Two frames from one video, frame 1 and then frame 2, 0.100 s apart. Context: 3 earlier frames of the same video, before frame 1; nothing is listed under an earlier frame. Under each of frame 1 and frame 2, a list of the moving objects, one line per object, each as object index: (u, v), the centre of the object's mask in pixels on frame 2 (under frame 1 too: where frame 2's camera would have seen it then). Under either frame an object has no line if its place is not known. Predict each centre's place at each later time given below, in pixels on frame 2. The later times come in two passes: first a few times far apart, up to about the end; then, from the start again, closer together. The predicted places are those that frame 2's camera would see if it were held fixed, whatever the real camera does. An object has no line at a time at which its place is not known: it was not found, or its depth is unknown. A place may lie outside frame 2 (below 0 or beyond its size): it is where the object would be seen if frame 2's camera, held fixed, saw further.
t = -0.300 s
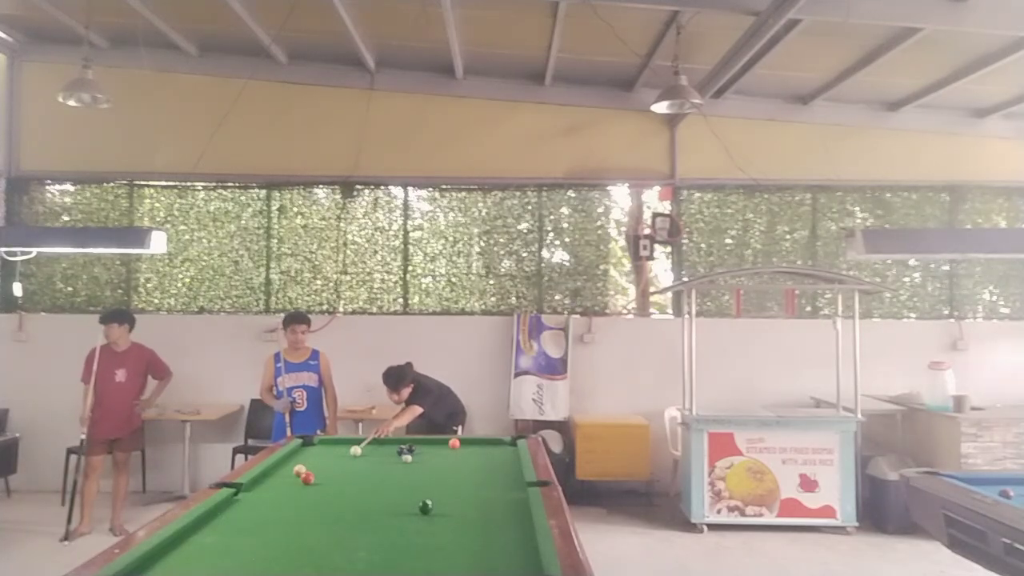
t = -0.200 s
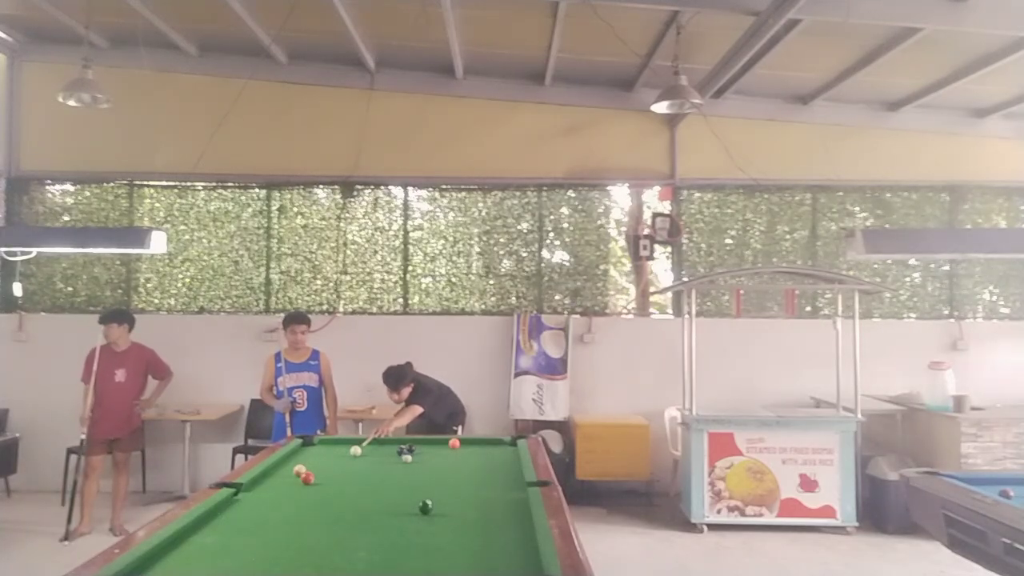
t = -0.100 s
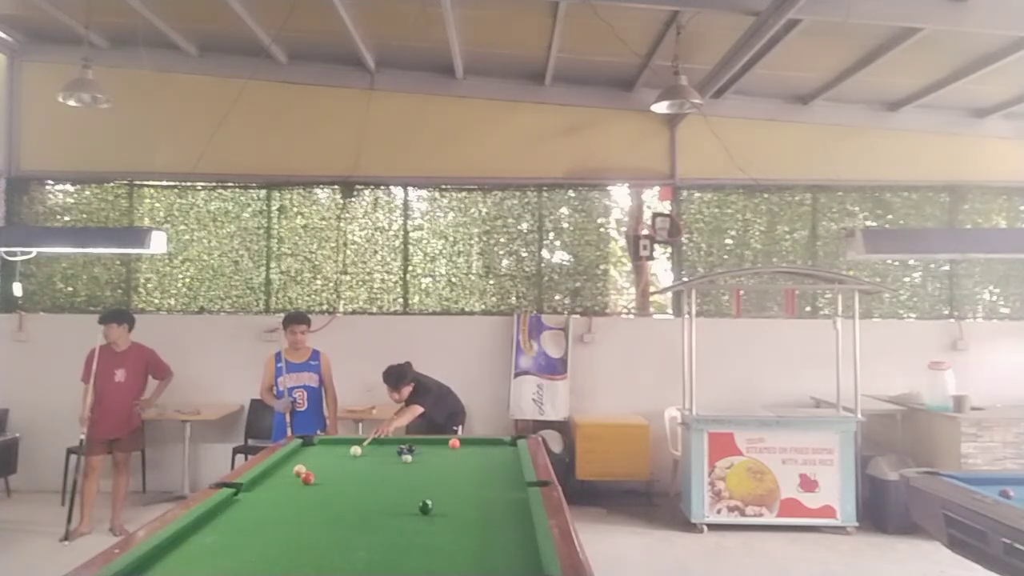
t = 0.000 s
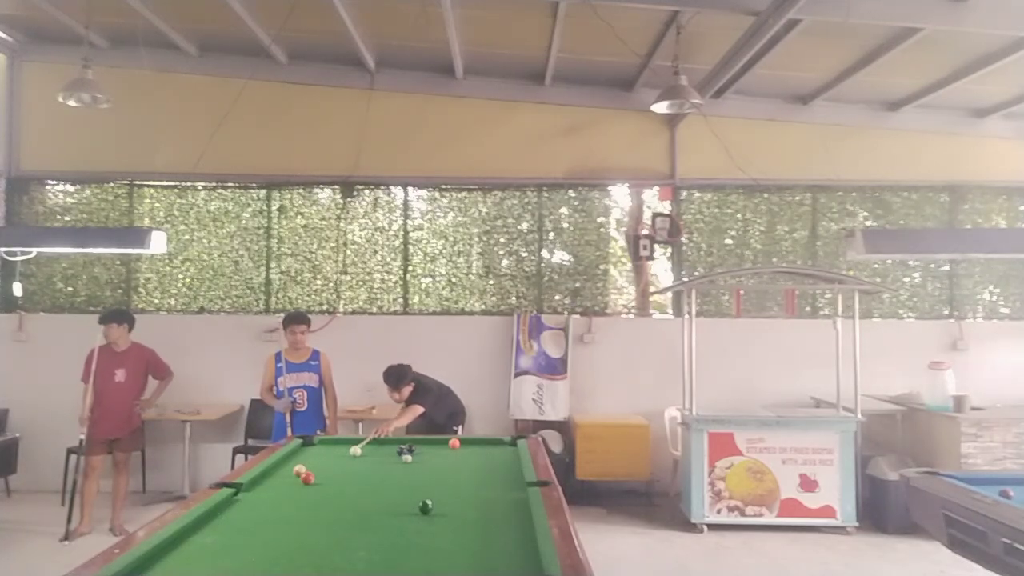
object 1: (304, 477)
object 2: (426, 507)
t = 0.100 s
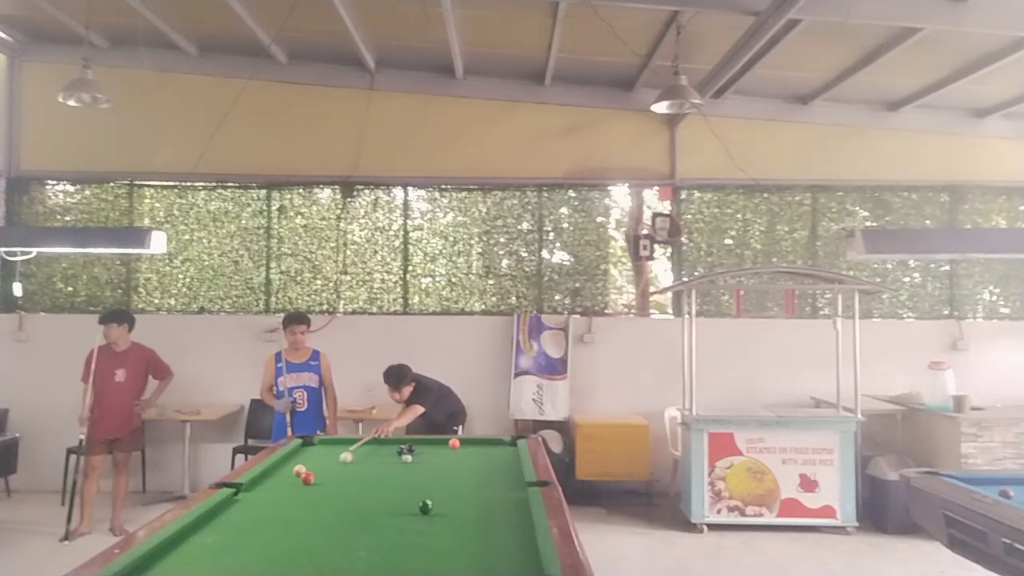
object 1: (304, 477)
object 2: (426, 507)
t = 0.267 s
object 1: (305, 477)
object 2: (426, 507)
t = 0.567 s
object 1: (256, 488)
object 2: (426, 507)
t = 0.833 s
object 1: (273, 488)
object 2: (426, 507)
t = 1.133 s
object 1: (316, 485)
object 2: (426, 507)
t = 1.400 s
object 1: (352, 482)
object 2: (426, 507)
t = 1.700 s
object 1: (390, 480)
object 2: (426, 507)
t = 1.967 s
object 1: (421, 478)
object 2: (426, 507)
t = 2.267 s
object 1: (453, 475)
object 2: (426, 507)
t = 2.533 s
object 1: (480, 473)
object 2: (426, 507)
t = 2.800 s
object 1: (505, 472)
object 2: (426, 507)
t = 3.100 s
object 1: (509, 470)
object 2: (426, 506)
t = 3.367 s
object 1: (497, 470)
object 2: (425, 507)
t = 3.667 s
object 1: (486, 469)
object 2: (426, 507)
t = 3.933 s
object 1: (476, 469)
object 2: (426, 507)
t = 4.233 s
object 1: (467, 469)
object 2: (426, 506)
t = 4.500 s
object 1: (460, 469)
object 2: (425, 507)
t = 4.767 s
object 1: (454, 468)
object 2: (420, 506)
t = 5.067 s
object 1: (447, 469)
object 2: (414, 506)
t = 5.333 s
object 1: (443, 470)
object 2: (413, 505)
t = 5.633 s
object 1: (439, 470)
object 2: (410, 505)
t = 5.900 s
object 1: (437, 470)
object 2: (410, 505)
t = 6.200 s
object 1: (436, 471)
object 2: (410, 505)
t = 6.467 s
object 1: (435, 470)
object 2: (410, 505)
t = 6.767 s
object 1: (435, 470)
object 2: (410, 505)
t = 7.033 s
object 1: (436, 470)
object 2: (410, 505)
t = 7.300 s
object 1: (435, 470)
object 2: (410, 505)
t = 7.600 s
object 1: (436, 470)
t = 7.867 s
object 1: (436, 471)
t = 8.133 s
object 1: (436, 470)
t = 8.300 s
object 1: (436, 470)
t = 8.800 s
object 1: (432, 469)
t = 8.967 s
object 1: (436, 470)
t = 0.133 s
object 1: (304, 477)
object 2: (426, 507)
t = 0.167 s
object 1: (304, 477)
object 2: (426, 507)
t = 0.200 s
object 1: (304, 477)
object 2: (426, 507)
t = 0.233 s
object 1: (305, 477)
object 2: (426, 507)
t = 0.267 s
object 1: (305, 477)
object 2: (426, 507)
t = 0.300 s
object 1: (304, 477)
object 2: (426, 507)
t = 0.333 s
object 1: (304, 477)
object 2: (426, 507)
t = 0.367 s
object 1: (299, 479)
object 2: (426, 507)
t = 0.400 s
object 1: (291, 481)
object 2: (426, 507)
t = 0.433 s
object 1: (283, 482)
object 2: (426, 507)
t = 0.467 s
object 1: (276, 483)
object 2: (426, 507)
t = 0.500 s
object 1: (269, 485)
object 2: (426, 507)
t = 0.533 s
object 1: (262, 487)
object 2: (426, 507)
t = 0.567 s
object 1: (256, 488)
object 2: (426, 507)
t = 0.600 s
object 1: (250, 489)
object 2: (426, 507)
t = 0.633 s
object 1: (244, 490)
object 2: (426, 507)
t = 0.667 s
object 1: (246, 490)
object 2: (426, 507)
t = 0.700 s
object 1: (252, 490)
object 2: (426, 507)
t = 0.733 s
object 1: (258, 490)
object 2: (426, 507)
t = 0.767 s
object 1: (262, 489)
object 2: (426, 507)
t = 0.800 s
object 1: (267, 488)
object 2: (426, 507)
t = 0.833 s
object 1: (273, 488)
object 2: (426, 507)
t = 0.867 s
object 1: (278, 488)
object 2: (426, 507)
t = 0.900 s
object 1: (283, 487)
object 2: (426, 507)
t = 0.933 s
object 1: (287, 487)
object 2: (426, 507)
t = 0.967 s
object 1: (292, 486)
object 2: (426, 507)
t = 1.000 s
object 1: (297, 487)
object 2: (426, 507)
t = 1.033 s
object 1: (302, 486)
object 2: (426, 507)
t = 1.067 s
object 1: (307, 486)
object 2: (426, 506)
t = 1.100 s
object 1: (311, 485)
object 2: (426, 507)
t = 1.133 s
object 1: (316, 485)
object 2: (426, 507)
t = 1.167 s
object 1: (321, 485)
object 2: (426, 507)
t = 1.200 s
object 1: (325, 484)
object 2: (426, 507)
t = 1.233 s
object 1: (330, 484)
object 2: (426, 507)
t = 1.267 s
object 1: (334, 483)
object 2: (426, 507)
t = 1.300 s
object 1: (339, 483)
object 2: (426, 507)
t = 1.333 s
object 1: (343, 483)
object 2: (426, 507)
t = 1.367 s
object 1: (347, 483)
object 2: (426, 507)
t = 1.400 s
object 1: (352, 482)
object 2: (426, 507)
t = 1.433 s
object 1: (356, 482)
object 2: (426, 507)
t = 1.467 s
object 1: (360, 482)
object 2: (426, 507)
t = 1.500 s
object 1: (365, 481)
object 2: (426, 507)
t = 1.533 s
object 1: (369, 481)
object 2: (426, 507)
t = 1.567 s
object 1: (373, 481)
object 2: (426, 507)
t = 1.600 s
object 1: (377, 481)
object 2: (426, 507)
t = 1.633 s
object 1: (381, 481)
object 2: (426, 507)
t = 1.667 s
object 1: (385, 480)
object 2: (426, 507)
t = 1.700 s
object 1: (390, 480)
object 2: (426, 507)
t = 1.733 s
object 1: (394, 480)
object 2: (426, 507)
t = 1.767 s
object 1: (397, 479)
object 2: (426, 507)
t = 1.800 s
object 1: (401, 479)
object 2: (426, 507)
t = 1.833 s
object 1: (405, 478)
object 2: (426, 507)
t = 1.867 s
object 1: (409, 478)
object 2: (426, 506)
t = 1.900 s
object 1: (413, 478)
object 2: (426, 507)
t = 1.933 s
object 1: (417, 478)
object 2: (426, 506)
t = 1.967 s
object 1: (421, 478)
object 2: (426, 507)
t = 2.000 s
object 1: (425, 477)
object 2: (426, 507)
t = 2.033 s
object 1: (428, 477)
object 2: (426, 507)
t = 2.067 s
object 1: (432, 477)
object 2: (426, 506)
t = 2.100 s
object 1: (436, 477)
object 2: (426, 507)
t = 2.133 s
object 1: (439, 477)
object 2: (426, 507)
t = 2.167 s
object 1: (442, 476)
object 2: (426, 507)
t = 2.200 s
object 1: (446, 476)
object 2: (426, 507)
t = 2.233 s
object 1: (450, 476)
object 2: (426, 507)
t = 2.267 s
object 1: (453, 475)
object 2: (426, 507)
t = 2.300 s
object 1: (457, 475)
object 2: (426, 507)
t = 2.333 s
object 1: (460, 475)
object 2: (426, 507)
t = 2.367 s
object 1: (464, 474)
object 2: (426, 506)
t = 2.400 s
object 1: (467, 475)
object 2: (426, 507)
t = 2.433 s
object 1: (471, 474)
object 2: (426, 507)
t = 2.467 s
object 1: (474, 474)
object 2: (426, 506)
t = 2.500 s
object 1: (477, 474)
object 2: (426, 506)
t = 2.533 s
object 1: (480, 473)
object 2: (426, 507)
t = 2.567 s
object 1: (484, 473)
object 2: (426, 507)
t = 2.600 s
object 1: (487, 473)
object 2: (426, 507)
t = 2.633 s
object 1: (490, 472)
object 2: (426, 507)
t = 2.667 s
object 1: (493, 472)
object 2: (426, 507)
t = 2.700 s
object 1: (496, 472)
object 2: (426, 507)
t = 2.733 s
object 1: (500, 472)
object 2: (426, 507)
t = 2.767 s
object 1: (502, 472)
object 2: (426, 507)
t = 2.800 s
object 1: (505, 472)
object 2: (426, 507)
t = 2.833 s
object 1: (509, 471)
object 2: (426, 507)
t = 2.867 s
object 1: (512, 471)
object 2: (426, 507)
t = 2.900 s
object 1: (514, 470)
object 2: (426, 506)
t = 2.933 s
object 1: (516, 470)
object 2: (426, 506)
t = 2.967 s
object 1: (515, 470)
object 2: (426, 506)
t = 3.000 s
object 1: (514, 470)
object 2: (426, 507)
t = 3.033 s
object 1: (512, 470)
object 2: (426, 507)
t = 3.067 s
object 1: (511, 470)
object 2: (426, 506)
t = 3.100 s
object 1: (509, 470)
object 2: (426, 506)
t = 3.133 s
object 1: (508, 470)
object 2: (426, 506)
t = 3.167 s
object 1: (506, 470)
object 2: (426, 507)
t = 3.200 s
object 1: (505, 470)
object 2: (426, 506)
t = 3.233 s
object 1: (503, 470)
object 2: (426, 506)
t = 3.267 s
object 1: (502, 470)
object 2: (426, 507)
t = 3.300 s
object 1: (500, 470)
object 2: (426, 506)
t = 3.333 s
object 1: (499, 470)
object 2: (426, 507)
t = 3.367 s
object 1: (497, 470)
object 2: (425, 507)
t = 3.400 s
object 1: (496, 470)
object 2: (426, 506)
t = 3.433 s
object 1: (495, 470)
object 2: (426, 506)
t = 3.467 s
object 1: (493, 470)
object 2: (426, 507)
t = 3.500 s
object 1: (492, 470)
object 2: (426, 507)
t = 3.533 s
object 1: (491, 469)
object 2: (426, 507)
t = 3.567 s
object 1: (489, 469)
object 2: (426, 507)
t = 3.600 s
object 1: (489, 470)
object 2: (426, 507)
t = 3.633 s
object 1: (487, 470)
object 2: (426, 507)
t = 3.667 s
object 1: (486, 469)
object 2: (426, 507)
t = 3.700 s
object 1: (485, 469)
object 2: (426, 507)
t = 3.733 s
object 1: (483, 469)
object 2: (426, 507)
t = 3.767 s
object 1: (482, 469)
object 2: (426, 507)
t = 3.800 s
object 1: (481, 469)
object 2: (426, 507)
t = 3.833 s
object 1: (480, 469)
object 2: (426, 506)
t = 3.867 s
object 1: (479, 469)
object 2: (425, 508)
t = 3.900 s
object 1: (478, 469)
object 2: (426, 507)
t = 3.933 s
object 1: (476, 469)
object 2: (426, 507)
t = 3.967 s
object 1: (475, 469)
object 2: (426, 506)
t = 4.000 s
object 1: (474, 469)
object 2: (426, 506)
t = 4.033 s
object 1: (473, 469)
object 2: (426, 506)
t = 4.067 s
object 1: (472, 469)
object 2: (426, 506)
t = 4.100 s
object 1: (471, 469)
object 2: (426, 506)
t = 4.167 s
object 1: (469, 469)
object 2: (426, 506)
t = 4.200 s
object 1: (468, 468)
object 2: (426, 506)
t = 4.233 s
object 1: (467, 469)
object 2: (426, 506)
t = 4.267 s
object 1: (466, 468)
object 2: (426, 506)
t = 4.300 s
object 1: (465, 469)
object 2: (426, 506)
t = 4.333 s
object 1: (464, 469)
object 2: (426, 506)
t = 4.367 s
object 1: (463, 469)
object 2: (426, 507)
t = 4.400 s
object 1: (462, 469)
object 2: (426, 506)
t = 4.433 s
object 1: (462, 469)
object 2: (426, 507)
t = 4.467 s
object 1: (461, 469)
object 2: (426, 506)
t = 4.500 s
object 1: (460, 469)
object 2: (425, 507)
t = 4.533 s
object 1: (459, 469)
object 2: (425, 506)
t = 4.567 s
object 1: (458, 469)
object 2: (424, 507)
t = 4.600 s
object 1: (457, 469)
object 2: (423, 506)
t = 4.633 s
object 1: (457, 468)
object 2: (423, 507)
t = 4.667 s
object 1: (456, 469)
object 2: (422, 507)
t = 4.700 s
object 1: (455, 469)
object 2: (422, 507)
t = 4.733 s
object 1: (454, 468)
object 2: (421, 506)
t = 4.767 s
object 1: (454, 468)
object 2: (420, 506)
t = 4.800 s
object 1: (453, 468)
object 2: (419, 506)
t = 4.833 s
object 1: (452, 469)
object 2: (418, 506)
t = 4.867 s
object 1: (452, 469)
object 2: (418, 506)
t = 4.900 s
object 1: (451, 469)
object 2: (417, 506)
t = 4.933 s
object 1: (450, 469)
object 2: (417, 506)
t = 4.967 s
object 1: (449, 469)
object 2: (416, 506)
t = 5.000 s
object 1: (449, 469)
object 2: (416, 506)
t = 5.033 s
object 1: (448, 469)
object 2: (415, 506)
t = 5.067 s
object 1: (447, 469)
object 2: (414, 506)
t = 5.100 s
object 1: (447, 469)
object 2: (414, 506)
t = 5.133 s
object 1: (446, 469)
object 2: (413, 506)
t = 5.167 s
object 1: (446, 469)
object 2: (414, 506)
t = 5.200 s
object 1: (445, 469)
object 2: (413, 506)
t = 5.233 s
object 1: (445, 470)
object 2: (414, 506)
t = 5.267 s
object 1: (444, 470)
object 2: (413, 506)
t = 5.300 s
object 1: (443, 469)
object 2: (413, 505)
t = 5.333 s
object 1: (443, 470)
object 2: (413, 505)
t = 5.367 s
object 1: (443, 469)
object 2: (411, 505)
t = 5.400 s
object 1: (442, 470)
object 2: (412, 505)
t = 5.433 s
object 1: (441, 470)
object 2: (412, 505)
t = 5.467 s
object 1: (441, 470)
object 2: (411, 505)
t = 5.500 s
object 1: (440, 470)
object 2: (411, 505)
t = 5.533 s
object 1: (440, 470)
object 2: (411, 505)
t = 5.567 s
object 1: (440, 469)
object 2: (411, 505)
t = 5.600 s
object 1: (440, 470)
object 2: (411, 505)
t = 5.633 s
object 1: (439, 470)
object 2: (410, 505)
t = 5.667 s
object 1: (439, 470)
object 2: (410, 505)
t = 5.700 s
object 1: (439, 470)
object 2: (410, 505)
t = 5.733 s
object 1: (438, 470)
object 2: (410, 505)
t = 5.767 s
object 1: (438, 470)
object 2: (410, 505)
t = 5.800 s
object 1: (438, 470)
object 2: (410, 505)
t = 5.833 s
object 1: (437, 470)
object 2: (410, 505)
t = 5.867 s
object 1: (437, 470)
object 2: (410, 505)
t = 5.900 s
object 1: (437, 470)
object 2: (410, 505)
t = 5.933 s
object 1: (437, 470)
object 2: (410, 505)
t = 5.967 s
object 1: (436, 470)
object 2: (410, 505)
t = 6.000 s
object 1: (436, 470)
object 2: (410, 505)
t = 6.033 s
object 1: (436, 470)
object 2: (410, 505)
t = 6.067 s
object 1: (436, 470)
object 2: (410, 505)
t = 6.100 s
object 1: (436, 470)
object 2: (410, 505)
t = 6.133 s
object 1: (436, 470)
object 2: (410, 505)
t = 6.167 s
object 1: (435, 470)
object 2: (410, 505)
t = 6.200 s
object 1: (436, 471)
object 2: (410, 505)
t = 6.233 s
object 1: (435, 471)
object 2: (410, 505)
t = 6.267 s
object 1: (436, 470)
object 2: (410, 504)
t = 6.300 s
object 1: (435, 470)
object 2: (410, 504)
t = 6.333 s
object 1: (435, 470)
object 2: (410, 504)
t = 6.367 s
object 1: (435, 471)
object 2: (410, 505)
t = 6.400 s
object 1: (435, 471)
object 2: (410, 505)
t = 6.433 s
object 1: (435, 470)
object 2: (410, 505)
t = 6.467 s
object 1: (435, 470)
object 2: (410, 505)
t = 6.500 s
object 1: (435, 470)
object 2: (410, 505)
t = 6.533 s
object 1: (435, 471)
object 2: (410, 505)
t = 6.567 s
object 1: (435, 471)
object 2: (410, 505)
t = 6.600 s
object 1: (435, 470)
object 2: (410, 505)
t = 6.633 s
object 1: (435, 470)
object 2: (410, 505)
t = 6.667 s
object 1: (435, 471)
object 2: (410, 505)
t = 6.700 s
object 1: (435, 470)
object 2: (410, 505)
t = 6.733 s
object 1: (435, 470)
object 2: (410, 505)
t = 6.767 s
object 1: (435, 470)
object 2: (410, 505)
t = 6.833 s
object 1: (436, 470)
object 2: (410, 505)
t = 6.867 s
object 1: (436, 470)
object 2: (410, 505)
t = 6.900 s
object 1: (435, 470)
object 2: (410, 505)
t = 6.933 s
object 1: (435, 470)
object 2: (410, 505)
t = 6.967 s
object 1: (436, 470)
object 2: (410, 505)
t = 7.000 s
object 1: (436, 470)
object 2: (410, 505)
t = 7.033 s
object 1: (436, 470)
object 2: (410, 505)
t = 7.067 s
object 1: (436, 470)
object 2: (410, 505)
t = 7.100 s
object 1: (435, 470)
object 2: (410, 505)
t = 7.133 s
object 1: (436, 470)
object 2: (410, 505)
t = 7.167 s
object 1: (436, 470)
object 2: (410, 505)
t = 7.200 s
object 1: (435, 470)
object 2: (410, 505)
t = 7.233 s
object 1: (435, 470)
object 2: (410, 505)
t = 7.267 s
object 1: (435, 470)
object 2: (410, 505)
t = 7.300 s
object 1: (435, 470)
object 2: (410, 505)
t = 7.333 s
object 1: (436, 470)
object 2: (410, 505)
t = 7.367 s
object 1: (436, 470)
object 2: (410, 505)
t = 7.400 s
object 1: (436, 470)
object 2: (410, 505)
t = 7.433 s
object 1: (436, 470)
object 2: (410, 505)
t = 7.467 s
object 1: (436, 470)
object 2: (410, 505)
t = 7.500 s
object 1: (436, 470)
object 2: (410, 505)
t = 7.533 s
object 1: (436, 470)
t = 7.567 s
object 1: (436, 470)
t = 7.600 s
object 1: (436, 470)
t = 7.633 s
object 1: (436, 470)
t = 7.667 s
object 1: (436, 470)
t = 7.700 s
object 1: (436, 470)
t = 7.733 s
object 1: (436, 470)
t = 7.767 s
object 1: (435, 470)
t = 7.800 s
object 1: (435, 470)
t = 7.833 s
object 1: (435, 471)
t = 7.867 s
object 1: (436, 471)
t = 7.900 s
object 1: (436, 470)
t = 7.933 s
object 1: (436, 471)
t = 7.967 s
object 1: (435, 471)
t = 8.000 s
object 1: (435, 471)
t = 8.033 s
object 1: (435, 470)
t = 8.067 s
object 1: (436, 470)
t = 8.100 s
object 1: (435, 471)
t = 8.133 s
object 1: (436, 470)
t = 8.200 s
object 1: (436, 470)
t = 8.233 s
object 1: (436, 471)
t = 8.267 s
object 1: (436, 471)
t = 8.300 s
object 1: (436, 470)
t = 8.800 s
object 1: (432, 469)
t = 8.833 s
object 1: (435, 470)
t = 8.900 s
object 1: (436, 471)
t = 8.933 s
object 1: (436, 471)
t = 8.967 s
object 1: (436, 470)
